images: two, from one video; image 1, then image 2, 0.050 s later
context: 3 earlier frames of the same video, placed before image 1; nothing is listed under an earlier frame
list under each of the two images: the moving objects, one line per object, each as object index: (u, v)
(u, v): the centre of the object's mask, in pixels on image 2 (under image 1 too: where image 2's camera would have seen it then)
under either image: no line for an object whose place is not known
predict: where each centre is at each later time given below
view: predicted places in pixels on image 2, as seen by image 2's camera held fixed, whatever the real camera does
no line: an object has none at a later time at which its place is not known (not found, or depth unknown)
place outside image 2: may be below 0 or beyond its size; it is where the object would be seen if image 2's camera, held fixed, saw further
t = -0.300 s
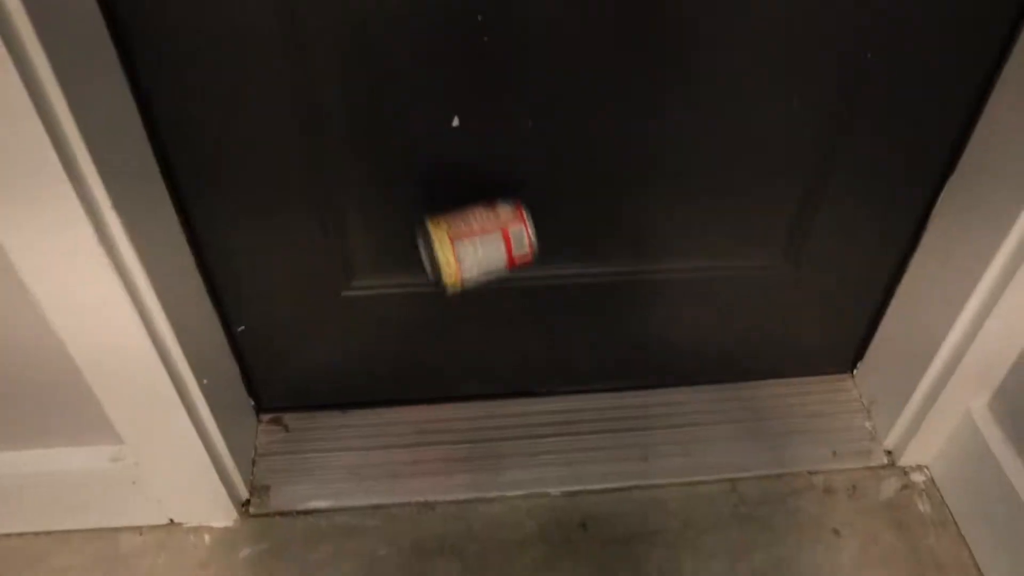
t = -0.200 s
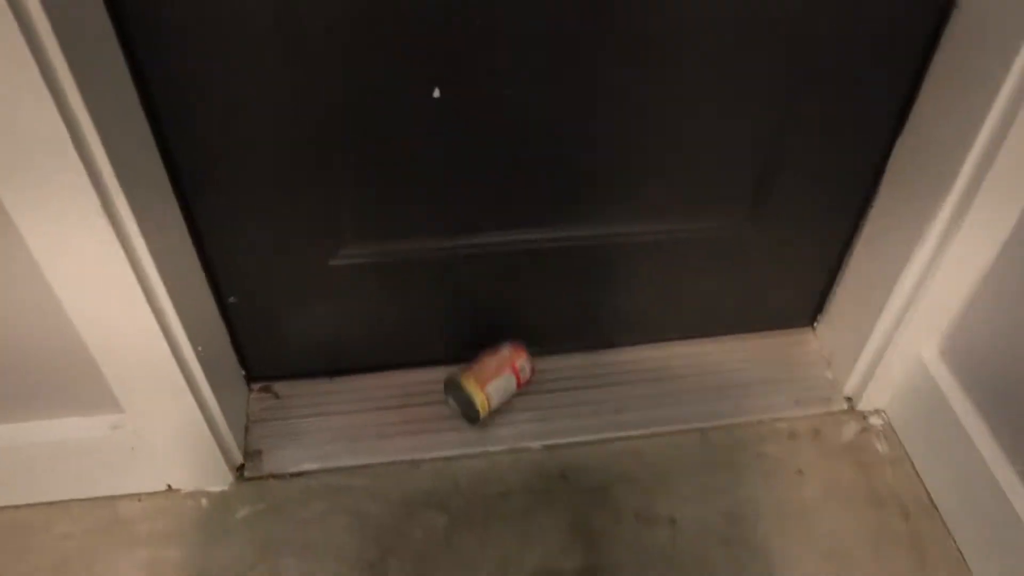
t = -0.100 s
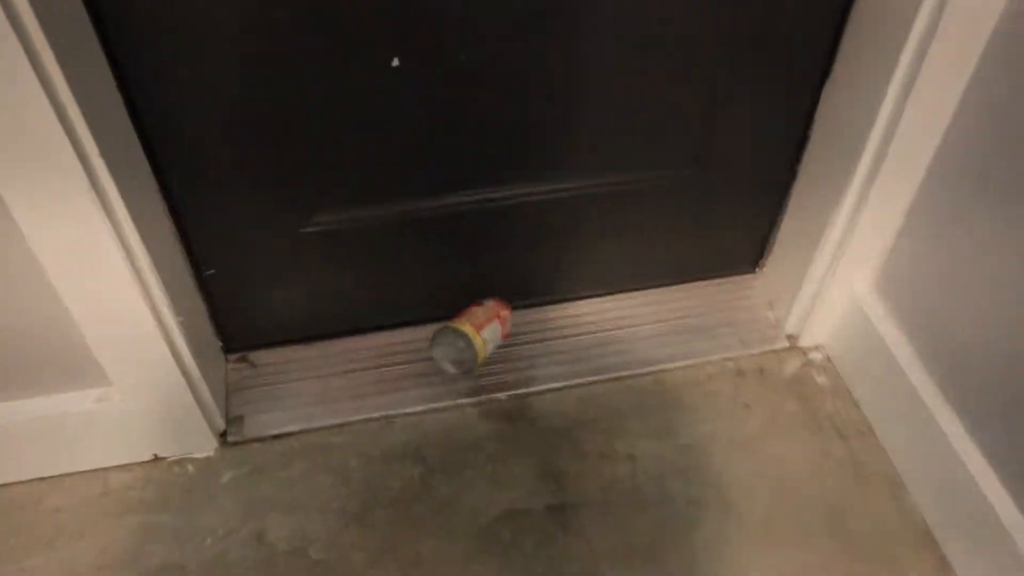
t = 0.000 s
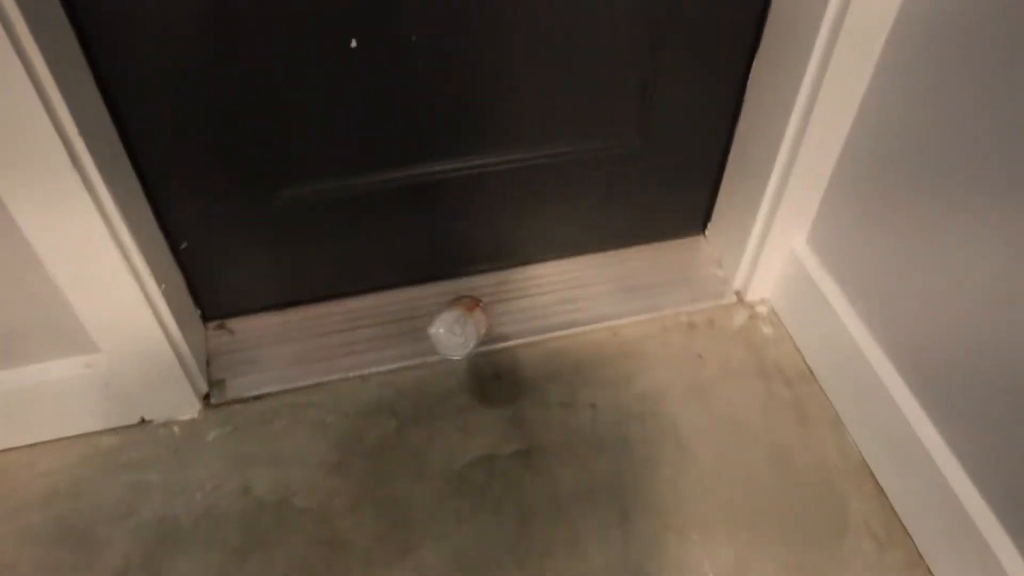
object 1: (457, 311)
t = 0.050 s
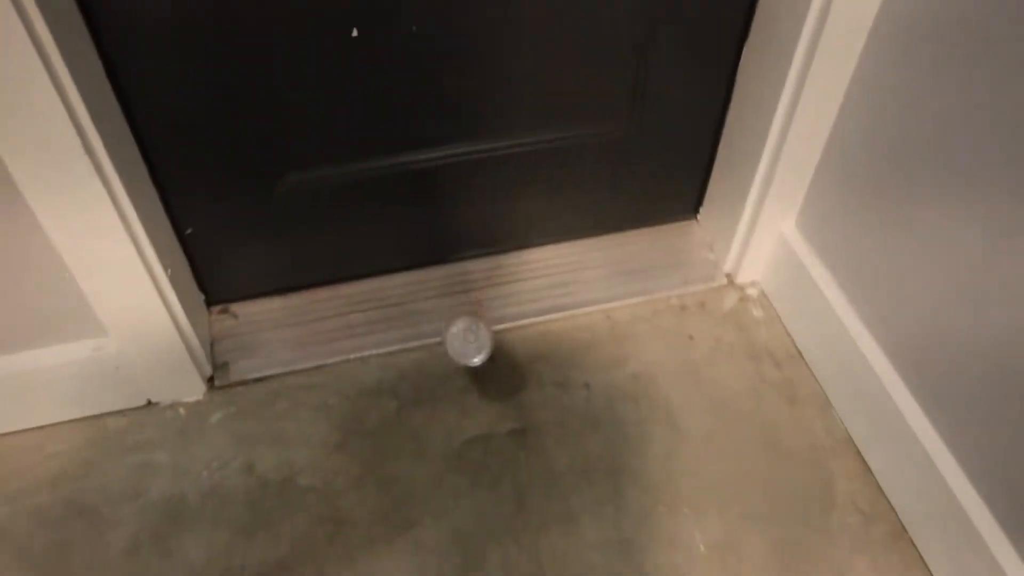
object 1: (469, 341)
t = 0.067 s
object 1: (474, 353)
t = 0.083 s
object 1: (480, 358)
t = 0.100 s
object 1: (483, 363)
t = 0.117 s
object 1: (486, 370)
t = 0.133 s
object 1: (490, 376)
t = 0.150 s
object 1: (494, 383)
